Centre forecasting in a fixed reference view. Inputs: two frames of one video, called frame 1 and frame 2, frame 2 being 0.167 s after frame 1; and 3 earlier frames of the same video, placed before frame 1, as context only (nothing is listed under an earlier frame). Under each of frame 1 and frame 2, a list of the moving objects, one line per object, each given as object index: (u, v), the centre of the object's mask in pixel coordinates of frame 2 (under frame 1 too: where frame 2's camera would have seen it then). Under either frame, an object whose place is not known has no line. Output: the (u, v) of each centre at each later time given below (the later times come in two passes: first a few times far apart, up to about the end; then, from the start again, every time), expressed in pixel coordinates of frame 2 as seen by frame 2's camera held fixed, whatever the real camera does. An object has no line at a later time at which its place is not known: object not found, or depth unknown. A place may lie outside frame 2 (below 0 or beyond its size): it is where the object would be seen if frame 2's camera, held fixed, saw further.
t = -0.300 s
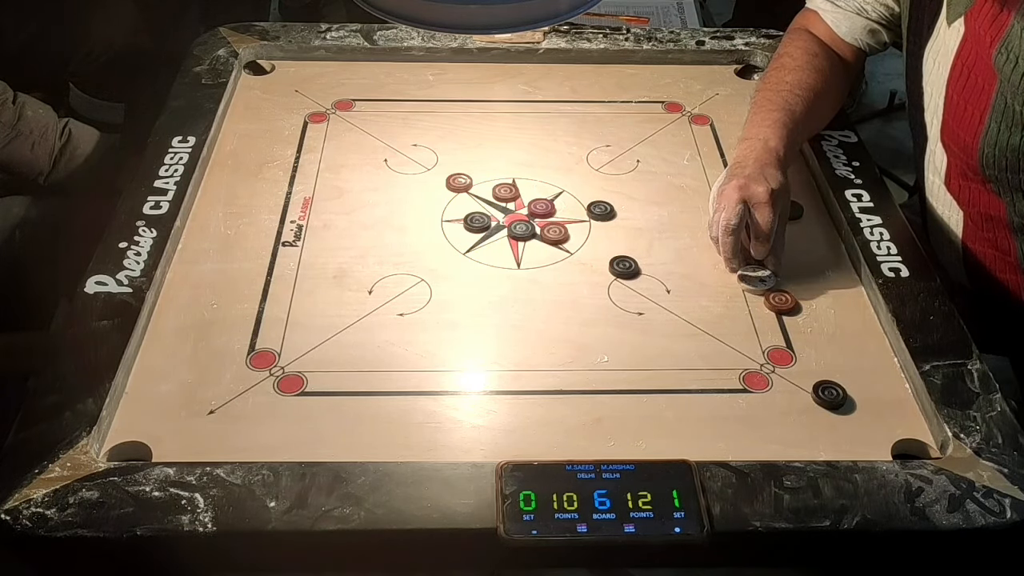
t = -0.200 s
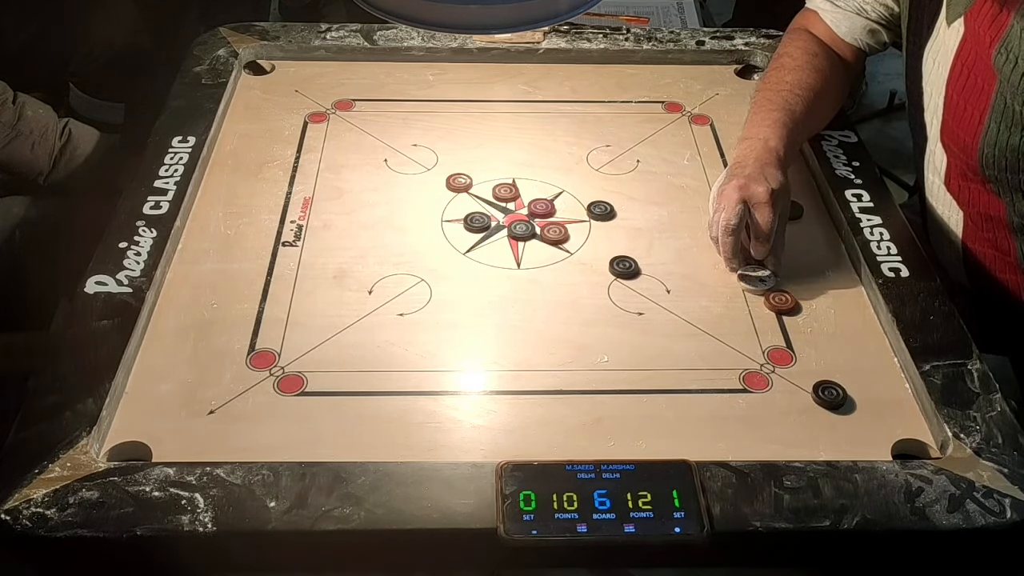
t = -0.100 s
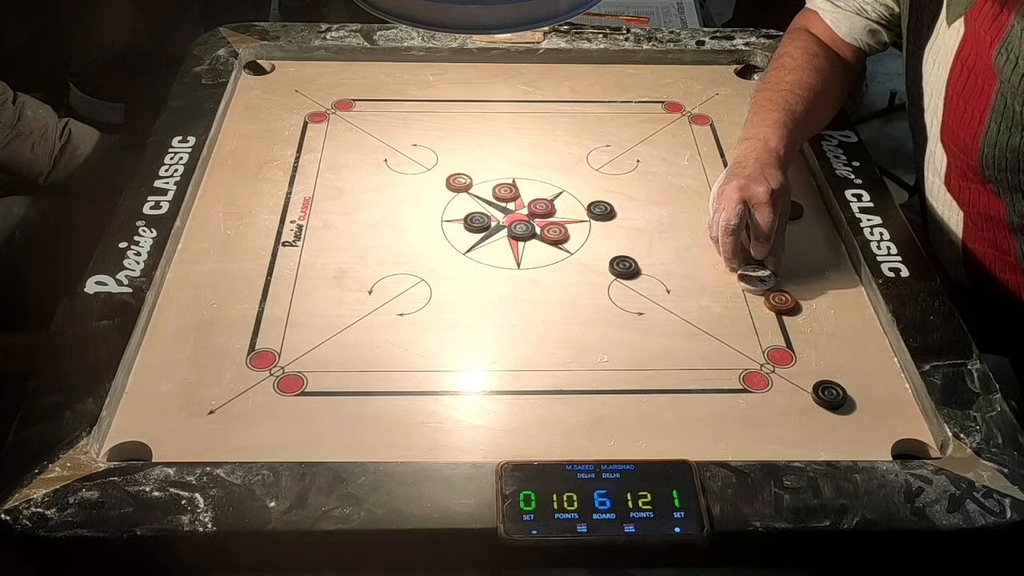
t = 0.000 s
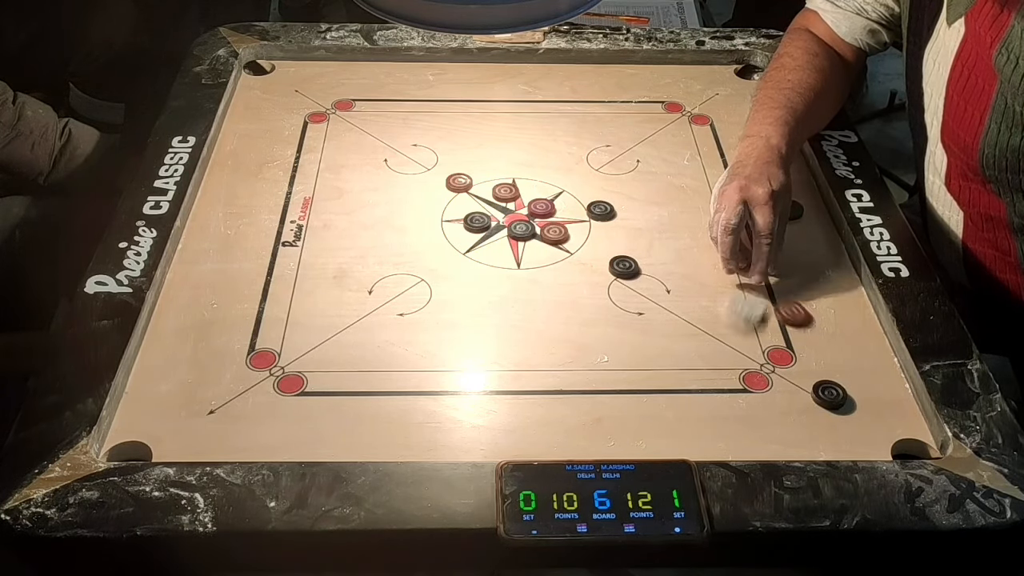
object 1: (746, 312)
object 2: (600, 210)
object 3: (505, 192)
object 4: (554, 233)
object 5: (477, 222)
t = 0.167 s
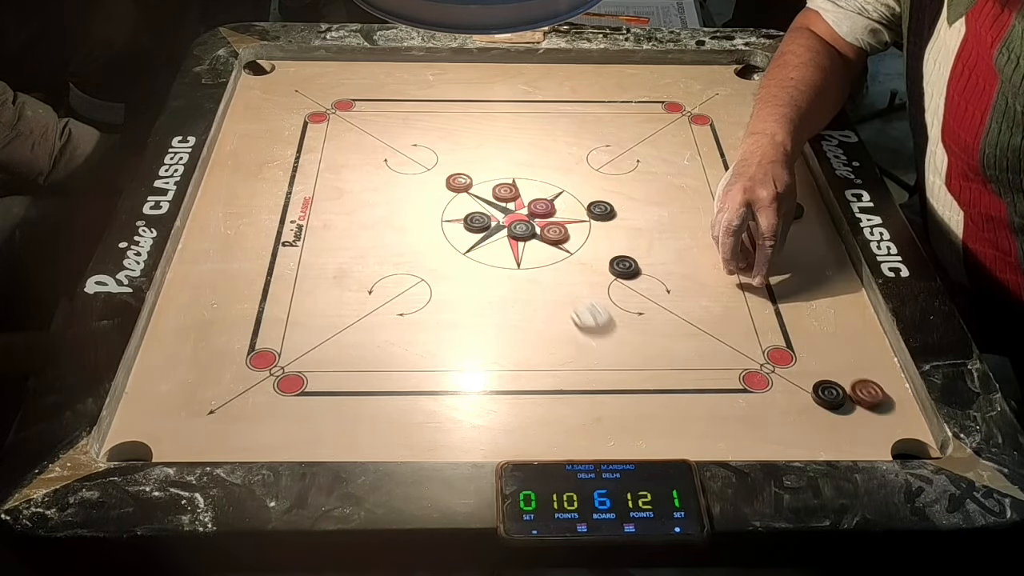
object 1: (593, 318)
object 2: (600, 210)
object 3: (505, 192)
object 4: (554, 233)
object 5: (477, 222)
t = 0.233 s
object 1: (543, 247)
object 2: (600, 210)
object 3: (505, 192)
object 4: (555, 223)
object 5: (477, 222)
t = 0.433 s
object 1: (504, 202)
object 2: (645, 202)
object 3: (470, 128)
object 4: (575, 202)
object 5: (385, 223)
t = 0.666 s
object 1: (498, 187)
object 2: (662, 198)
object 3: (448, 76)
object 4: (575, 202)
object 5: (331, 224)
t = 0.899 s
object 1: (498, 187)
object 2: (662, 198)
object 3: (444, 68)
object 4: (609, 227)
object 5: (330, 224)
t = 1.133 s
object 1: (498, 187)
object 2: (662, 198)
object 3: (444, 68)
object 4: (623, 237)
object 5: (330, 224)
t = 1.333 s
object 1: (498, 187)
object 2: (662, 198)
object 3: (444, 68)
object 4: (623, 237)
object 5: (330, 224)
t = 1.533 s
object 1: (498, 187)
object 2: (662, 198)
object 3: (444, 68)
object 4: (623, 236)
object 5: (330, 224)
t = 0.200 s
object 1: (567, 279)
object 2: (600, 210)
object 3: (505, 192)
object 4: (554, 233)
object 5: (477, 222)
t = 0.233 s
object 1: (543, 247)
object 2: (600, 210)
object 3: (505, 192)
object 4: (555, 223)
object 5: (477, 222)
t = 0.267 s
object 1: (533, 236)
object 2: (600, 210)
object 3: (502, 192)
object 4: (569, 215)
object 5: (469, 222)
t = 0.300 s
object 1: (524, 227)
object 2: (609, 209)
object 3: (494, 179)
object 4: (574, 210)
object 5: (449, 223)
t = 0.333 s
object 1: (516, 219)
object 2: (620, 207)
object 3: (487, 164)
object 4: (574, 207)
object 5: (431, 223)
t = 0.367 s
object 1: (510, 212)
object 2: (630, 205)
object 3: (481, 151)
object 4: (575, 204)
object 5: (414, 223)
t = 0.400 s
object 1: (506, 206)
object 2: (638, 203)
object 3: (475, 139)
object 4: (575, 203)
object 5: (399, 223)
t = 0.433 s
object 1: (504, 202)
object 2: (645, 202)
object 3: (470, 128)
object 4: (575, 202)
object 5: (385, 223)
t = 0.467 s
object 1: (502, 198)
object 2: (651, 201)
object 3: (465, 118)
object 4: (575, 202)
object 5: (373, 223)
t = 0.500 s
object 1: (500, 193)
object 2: (656, 200)
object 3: (461, 109)
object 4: (575, 202)
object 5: (362, 223)
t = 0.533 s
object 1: (499, 192)
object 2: (659, 199)
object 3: (458, 101)
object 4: (575, 202)
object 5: (352, 224)
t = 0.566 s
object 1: (498, 189)
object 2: (661, 199)
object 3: (454, 94)
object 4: (575, 202)
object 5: (344, 224)
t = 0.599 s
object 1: (498, 188)
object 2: (662, 198)
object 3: (452, 87)
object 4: (575, 202)
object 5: (338, 224)
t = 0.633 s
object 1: (498, 187)
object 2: (662, 198)
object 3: (449, 81)
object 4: (575, 202)
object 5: (334, 224)
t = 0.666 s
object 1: (498, 187)
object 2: (662, 198)
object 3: (448, 76)
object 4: (575, 202)
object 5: (331, 224)
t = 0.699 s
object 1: (498, 187)
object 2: (662, 198)
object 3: (446, 73)
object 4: (576, 202)
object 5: (330, 224)
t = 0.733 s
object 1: (498, 187)
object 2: (662, 198)
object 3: (445, 70)
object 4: (575, 202)
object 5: (330, 224)
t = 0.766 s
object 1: (498, 187)
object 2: (662, 198)
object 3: (444, 68)
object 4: (582, 207)
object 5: (330, 224)
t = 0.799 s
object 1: (498, 187)
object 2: (662, 198)
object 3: (444, 67)
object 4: (590, 213)
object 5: (330, 224)
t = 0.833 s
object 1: (498, 187)
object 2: (662, 198)
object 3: (444, 68)
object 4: (597, 218)
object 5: (330, 224)
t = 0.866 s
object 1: (498, 187)
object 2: (662, 198)
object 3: (444, 68)
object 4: (604, 223)
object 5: (330, 224)
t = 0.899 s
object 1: (498, 187)
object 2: (662, 198)
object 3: (444, 68)
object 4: (609, 227)
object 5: (330, 224)
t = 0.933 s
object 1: (498, 187)
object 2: (662, 198)
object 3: (444, 68)
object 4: (614, 230)
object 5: (330, 224)
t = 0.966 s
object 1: (498, 187)
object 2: (662, 198)
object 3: (444, 68)
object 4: (618, 233)
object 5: (330, 224)
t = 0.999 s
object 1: (498, 187)
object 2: (662, 198)
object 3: (444, 68)
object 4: (620, 235)
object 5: (330, 224)
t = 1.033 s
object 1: (498, 187)
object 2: (662, 198)
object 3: (444, 68)
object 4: (622, 236)
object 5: (330, 224)
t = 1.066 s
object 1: (498, 187)
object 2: (662, 198)
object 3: (444, 68)
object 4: (623, 237)
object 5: (330, 224)
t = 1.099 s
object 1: (498, 187)
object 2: (662, 198)
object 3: (444, 68)
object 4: (623, 237)
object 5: (330, 224)
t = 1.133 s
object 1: (498, 187)
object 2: (662, 198)
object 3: (444, 68)
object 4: (623, 237)
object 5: (330, 224)
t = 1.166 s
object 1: (498, 187)
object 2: (662, 198)
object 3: (444, 68)
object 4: (623, 237)
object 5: (330, 224)
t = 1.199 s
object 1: (498, 187)
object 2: (662, 198)
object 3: (444, 68)
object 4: (623, 237)
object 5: (330, 224)
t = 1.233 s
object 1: (498, 187)
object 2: (662, 198)
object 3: (444, 68)
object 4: (623, 237)
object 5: (330, 224)
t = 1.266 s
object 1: (498, 187)
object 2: (662, 198)
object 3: (444, 68)
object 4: (623, 237)
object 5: (330, 224)
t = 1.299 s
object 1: (498, 187)
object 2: (662, 198)
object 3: (444, 68)
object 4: (623, 237)
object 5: (330, 224)
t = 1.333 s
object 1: (498, 187)
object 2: (662, 198)
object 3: (444, 68)
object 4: (623, 237)
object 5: (330, 224)
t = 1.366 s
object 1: (498, 187)
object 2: (662, 198)
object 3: (444, 68)
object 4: (623, 236)
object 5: (330, 224)
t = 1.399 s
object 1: (498, 187)
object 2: (662, 198)
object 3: (444, 68)
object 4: (623, 236)
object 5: (330, 224)
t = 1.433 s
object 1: (498, 187)
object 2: (662, 198)
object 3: (444, 68)
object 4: (623, 236)
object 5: (330, 224)
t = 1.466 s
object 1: (498, 187)
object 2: (662, 198)
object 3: (444, 68)
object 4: (623, 237)
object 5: (330, 224)
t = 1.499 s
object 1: (498, 187)
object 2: (662, 198)
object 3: (444, 68)
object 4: (623, 236)
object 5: (330, 224)
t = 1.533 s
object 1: (498, 187)
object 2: (662, 198)
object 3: (444, 68)
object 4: (623, 236)
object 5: (330, 224)
